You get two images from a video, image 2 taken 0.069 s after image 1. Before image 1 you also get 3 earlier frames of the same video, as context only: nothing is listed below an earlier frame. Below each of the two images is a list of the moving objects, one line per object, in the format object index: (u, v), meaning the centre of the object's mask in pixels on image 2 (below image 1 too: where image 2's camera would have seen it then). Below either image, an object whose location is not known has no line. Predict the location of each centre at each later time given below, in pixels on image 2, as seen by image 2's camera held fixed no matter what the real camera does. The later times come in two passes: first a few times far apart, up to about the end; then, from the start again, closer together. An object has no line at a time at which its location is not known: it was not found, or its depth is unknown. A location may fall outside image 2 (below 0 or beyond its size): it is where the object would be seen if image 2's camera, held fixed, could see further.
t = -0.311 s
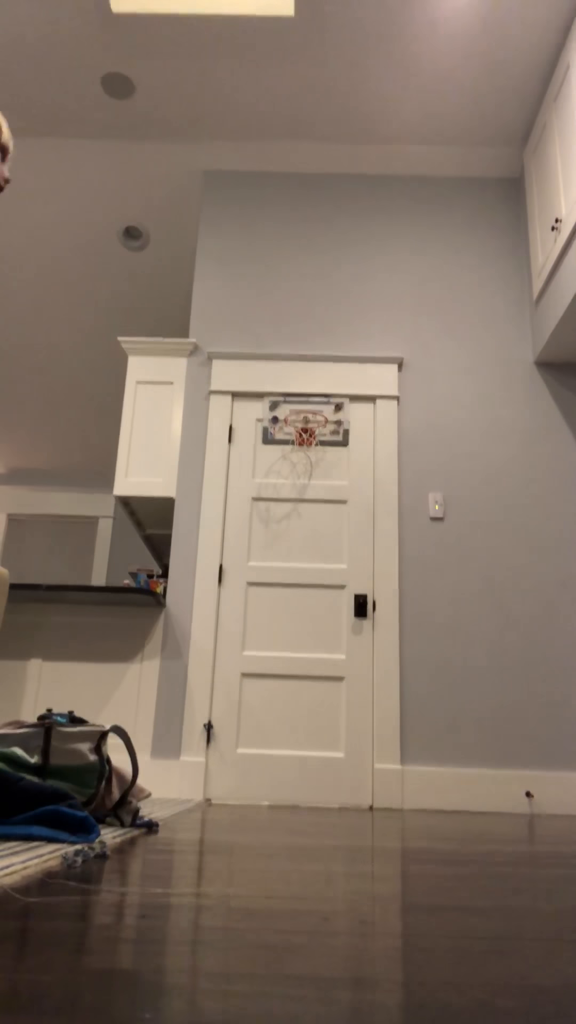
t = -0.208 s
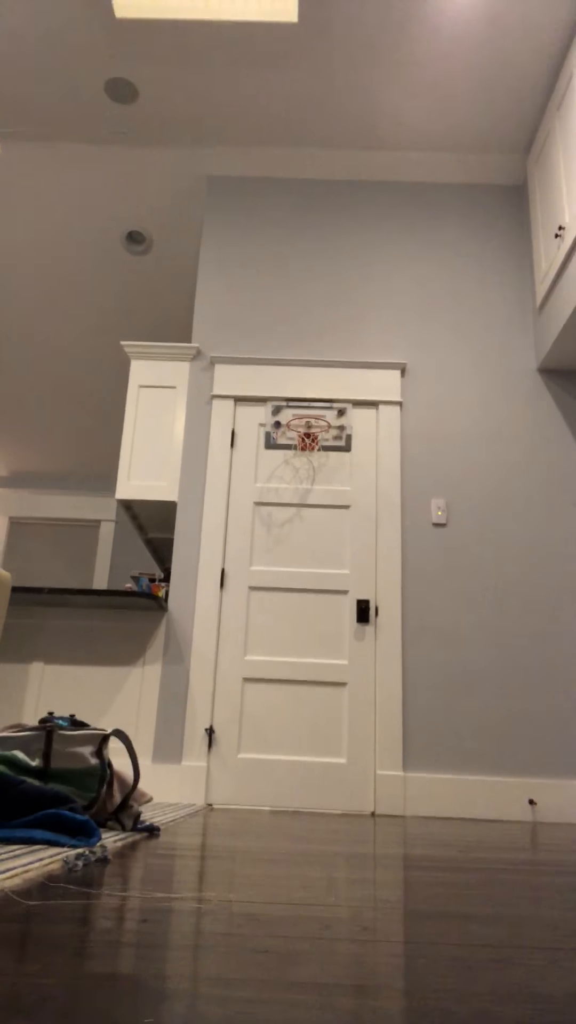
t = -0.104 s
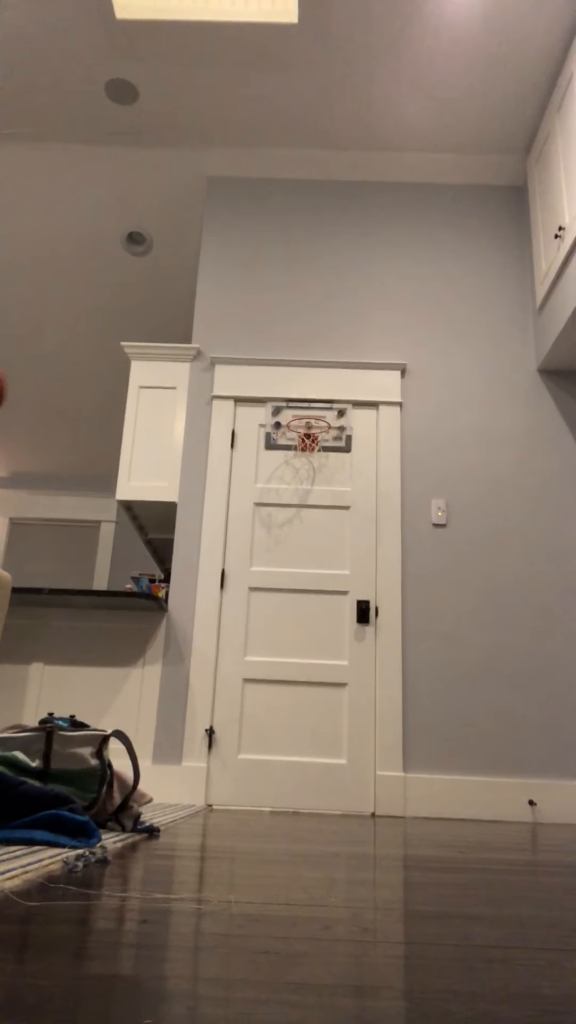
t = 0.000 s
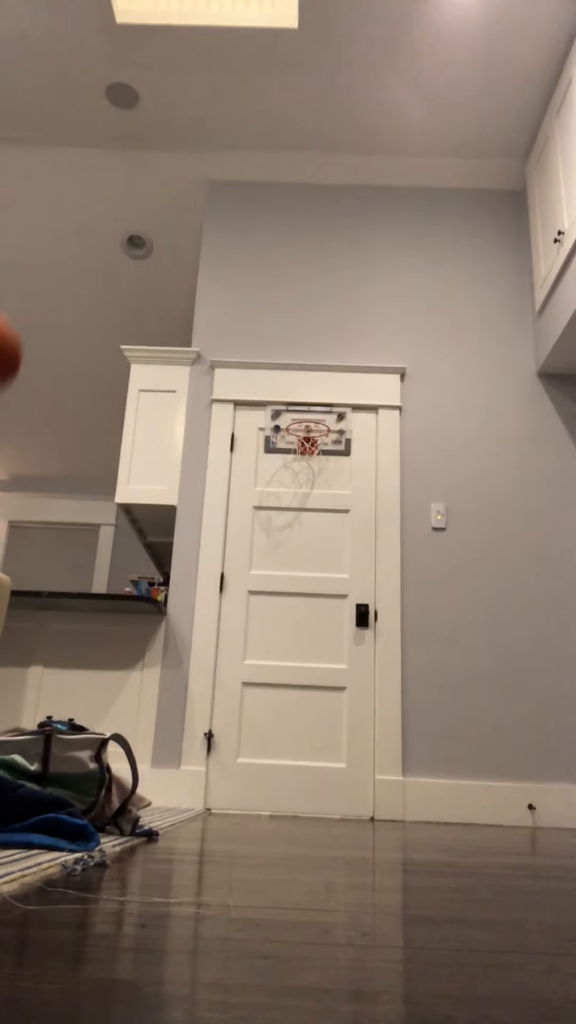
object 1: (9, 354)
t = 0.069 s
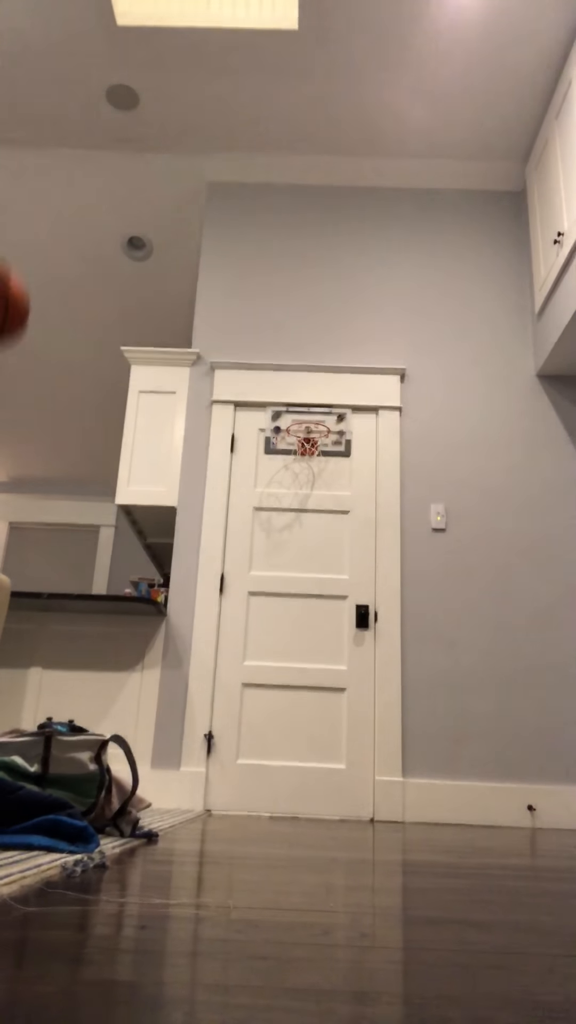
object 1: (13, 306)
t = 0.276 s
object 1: (10, 208)
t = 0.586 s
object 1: (72, 657)
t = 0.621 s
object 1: (81, 775)
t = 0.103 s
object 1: (15, 281)
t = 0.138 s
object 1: (13, 255)
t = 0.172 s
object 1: (11, 235)
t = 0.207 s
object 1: (11, 221)
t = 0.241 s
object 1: (9, 212)
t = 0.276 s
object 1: (10, 208)
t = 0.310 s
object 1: (11, 209)
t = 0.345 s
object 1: (13, 218)
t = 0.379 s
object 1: (17, 234)
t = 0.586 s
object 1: (72, 657)
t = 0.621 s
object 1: (81, 775)
